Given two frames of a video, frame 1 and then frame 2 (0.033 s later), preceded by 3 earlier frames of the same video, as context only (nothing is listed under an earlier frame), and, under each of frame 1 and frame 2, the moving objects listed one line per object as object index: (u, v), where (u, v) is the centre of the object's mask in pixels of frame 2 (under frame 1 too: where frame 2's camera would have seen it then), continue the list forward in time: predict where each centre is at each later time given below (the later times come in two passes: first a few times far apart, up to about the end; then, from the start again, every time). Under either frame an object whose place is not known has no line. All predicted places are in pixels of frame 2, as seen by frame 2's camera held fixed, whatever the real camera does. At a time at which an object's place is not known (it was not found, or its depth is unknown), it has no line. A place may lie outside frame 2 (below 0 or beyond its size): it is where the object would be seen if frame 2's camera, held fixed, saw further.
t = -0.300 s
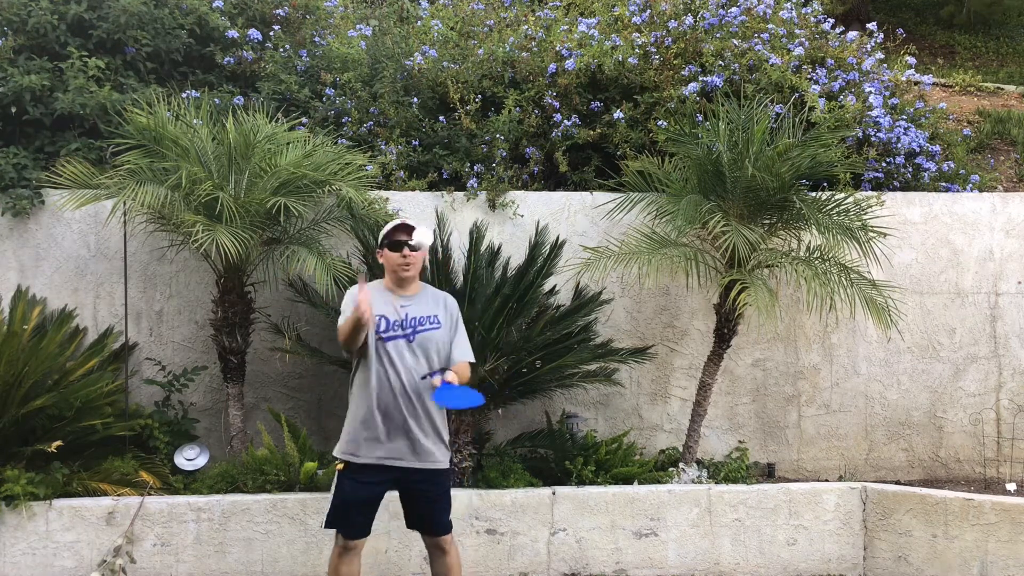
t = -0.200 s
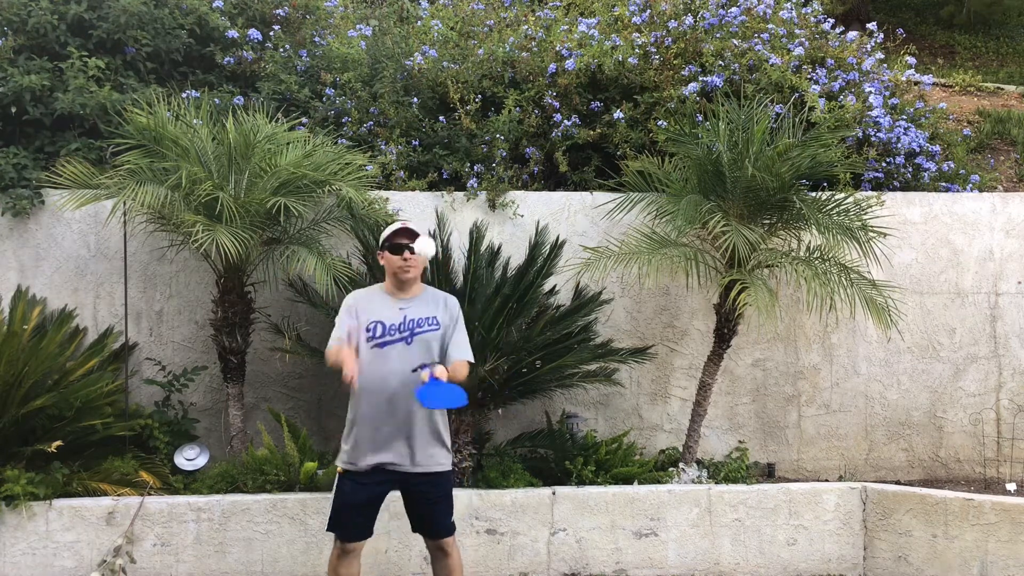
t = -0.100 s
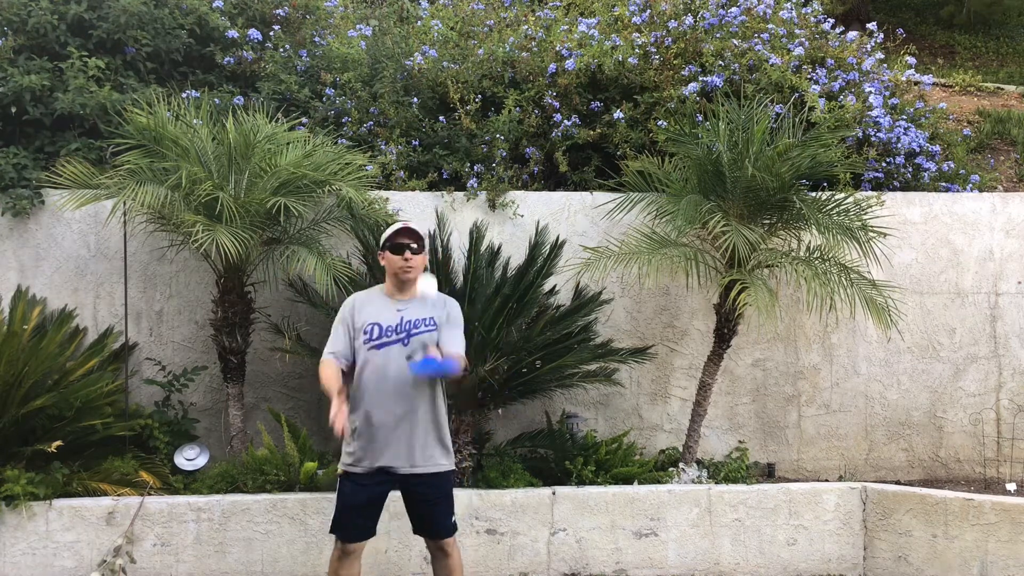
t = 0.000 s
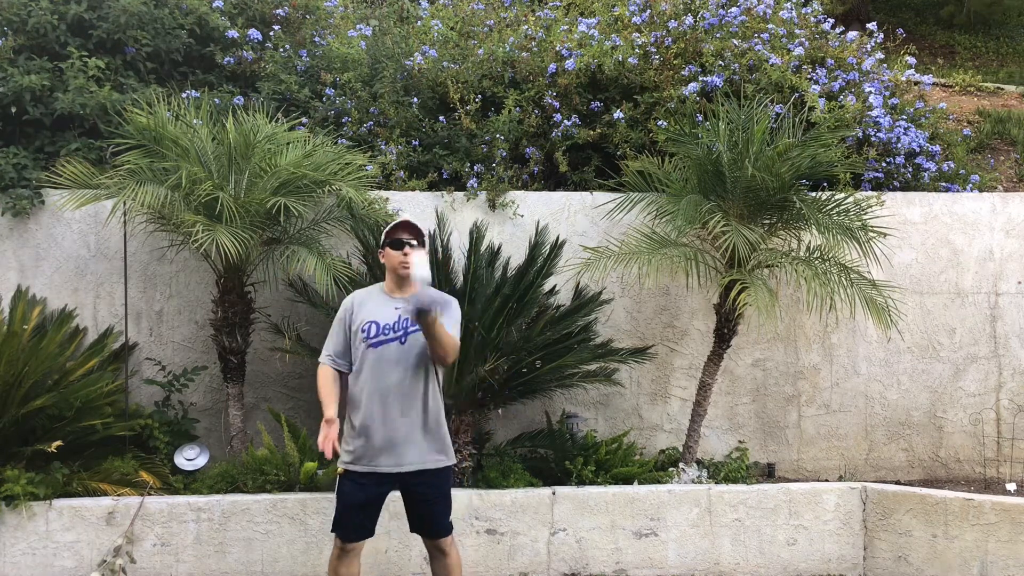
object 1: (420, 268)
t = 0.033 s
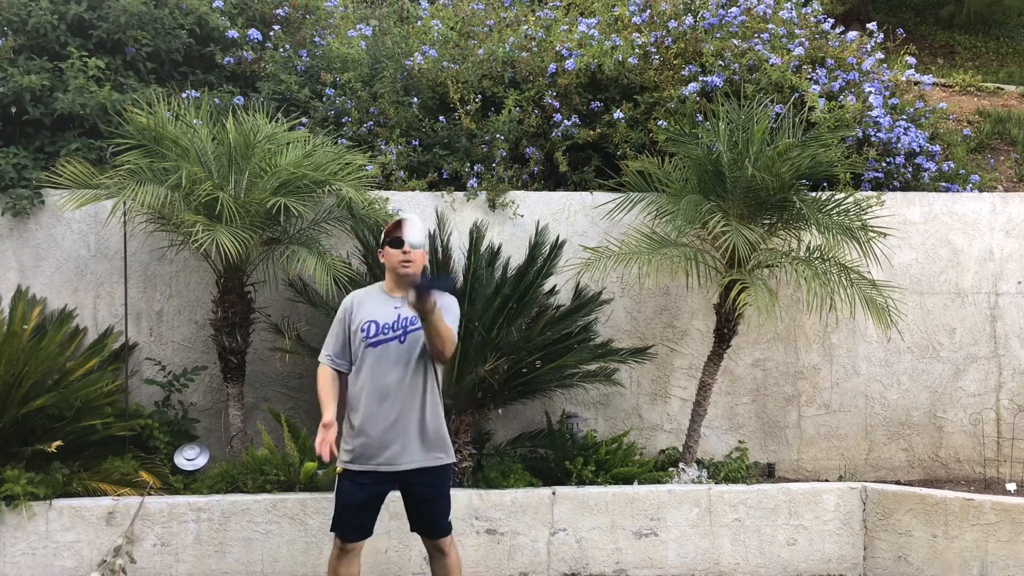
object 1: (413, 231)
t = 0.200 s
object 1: (384, 110)
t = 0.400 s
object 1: (348, 62)
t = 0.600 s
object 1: (312, 129)
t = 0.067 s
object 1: (408, 201)
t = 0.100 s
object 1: (402, 174)
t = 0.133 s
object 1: (396, 149)
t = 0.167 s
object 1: (390, 127)
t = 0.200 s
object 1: (384, 110)
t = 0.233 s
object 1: (378, 93)
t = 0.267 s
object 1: (372, 81)
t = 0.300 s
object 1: (366, 72)
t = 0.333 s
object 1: (360, 65)
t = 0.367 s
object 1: (354, 62)
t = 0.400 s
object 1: (348, 62)
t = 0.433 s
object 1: (342, 65)
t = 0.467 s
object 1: (336, 72)
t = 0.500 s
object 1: (330, 81)
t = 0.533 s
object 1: (324, 95)
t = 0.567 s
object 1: (319, 110)
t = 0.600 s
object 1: (312, 129)
